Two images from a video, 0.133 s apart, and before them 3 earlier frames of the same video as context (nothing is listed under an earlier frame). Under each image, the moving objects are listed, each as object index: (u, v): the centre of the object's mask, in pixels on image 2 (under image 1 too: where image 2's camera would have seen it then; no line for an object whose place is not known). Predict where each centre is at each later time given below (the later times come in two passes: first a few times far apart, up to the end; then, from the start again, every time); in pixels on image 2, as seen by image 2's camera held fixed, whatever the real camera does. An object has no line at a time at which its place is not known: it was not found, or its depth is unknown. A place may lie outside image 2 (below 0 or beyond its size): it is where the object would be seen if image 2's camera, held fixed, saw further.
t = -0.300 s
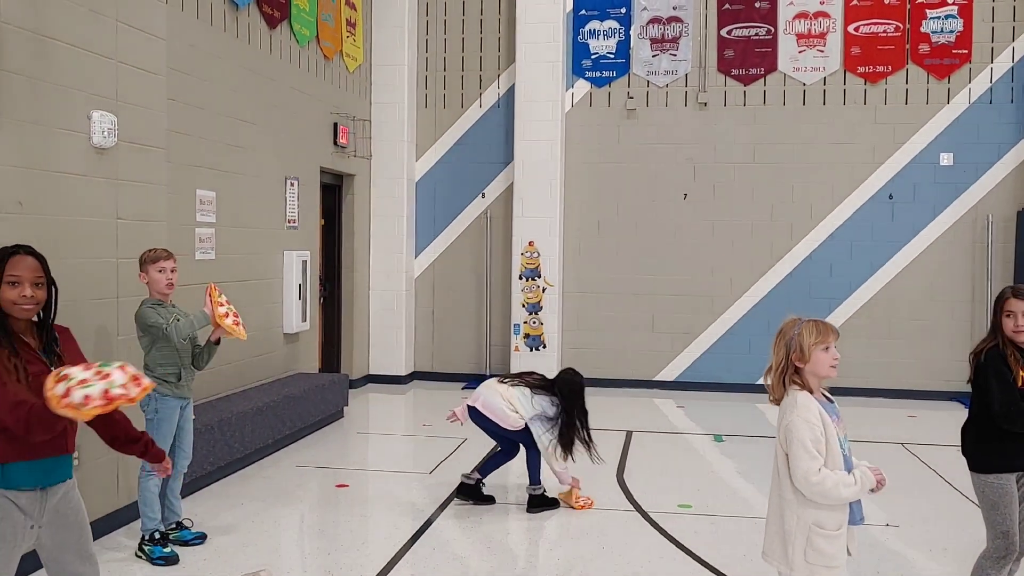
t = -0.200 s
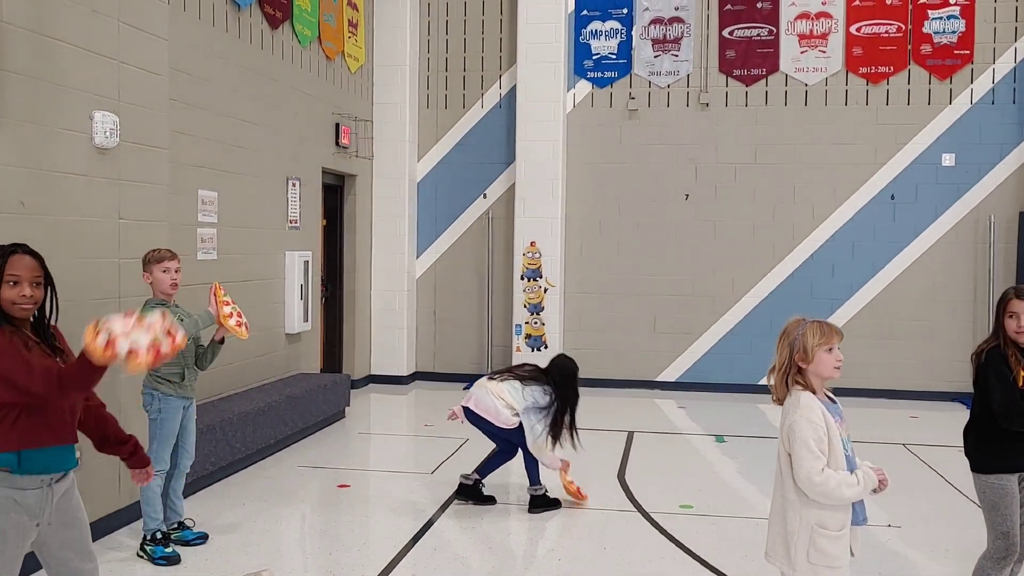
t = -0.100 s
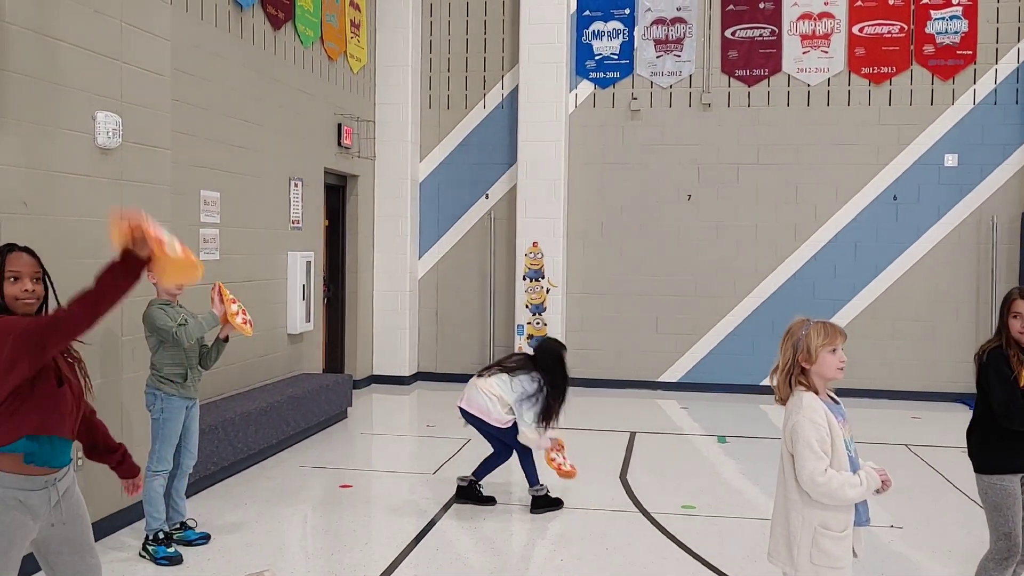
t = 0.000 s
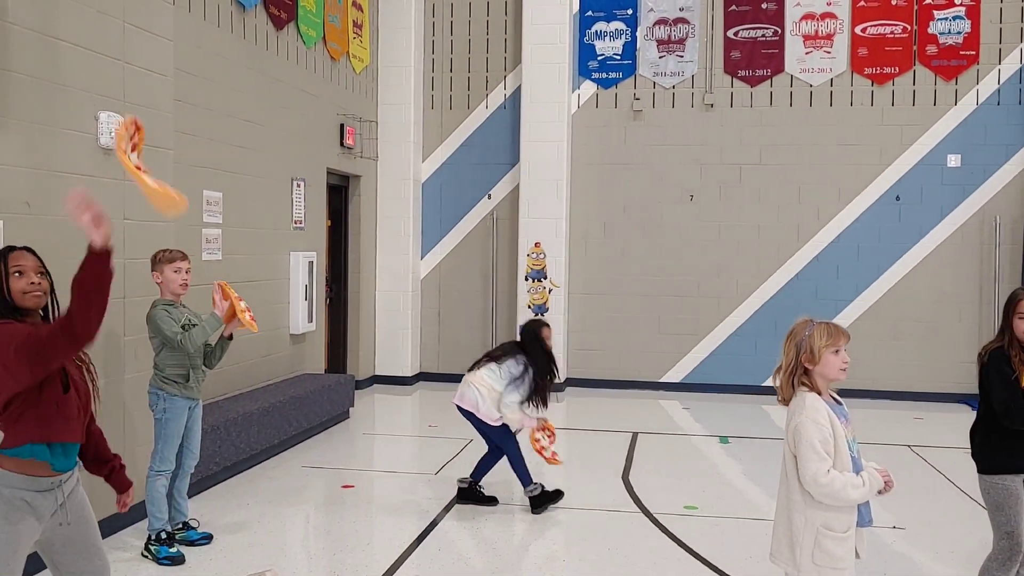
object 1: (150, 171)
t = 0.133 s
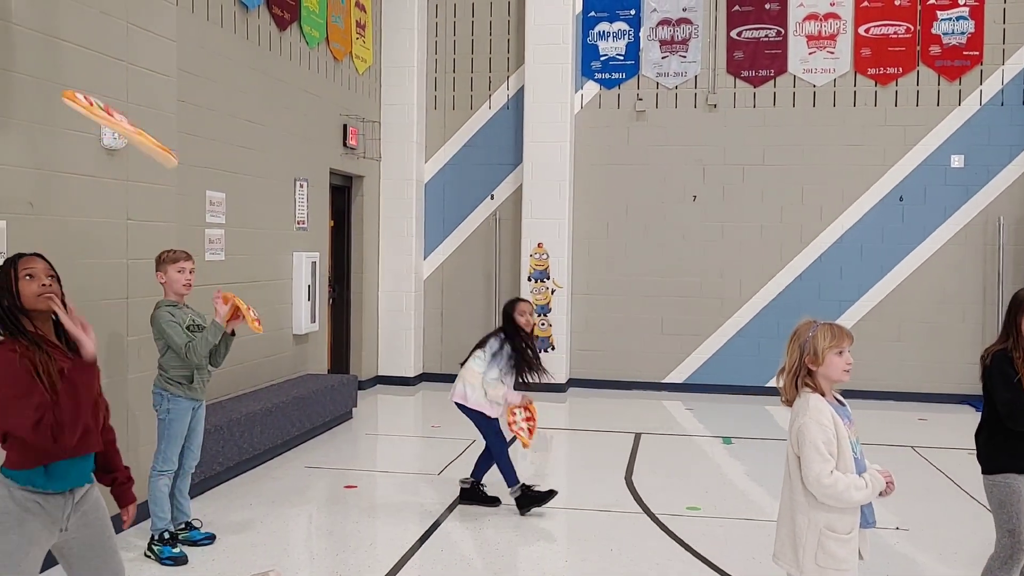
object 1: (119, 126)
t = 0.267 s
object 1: (111, 147)
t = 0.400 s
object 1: (110, 202)
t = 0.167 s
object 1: (119, 131)
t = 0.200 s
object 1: (117, 136)
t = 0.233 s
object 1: (113, 140)
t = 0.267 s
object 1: (111, 147)
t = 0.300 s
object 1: (108, 155)
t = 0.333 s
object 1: (106, 166)
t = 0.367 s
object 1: (107, 182)
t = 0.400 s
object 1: (110, 202)
